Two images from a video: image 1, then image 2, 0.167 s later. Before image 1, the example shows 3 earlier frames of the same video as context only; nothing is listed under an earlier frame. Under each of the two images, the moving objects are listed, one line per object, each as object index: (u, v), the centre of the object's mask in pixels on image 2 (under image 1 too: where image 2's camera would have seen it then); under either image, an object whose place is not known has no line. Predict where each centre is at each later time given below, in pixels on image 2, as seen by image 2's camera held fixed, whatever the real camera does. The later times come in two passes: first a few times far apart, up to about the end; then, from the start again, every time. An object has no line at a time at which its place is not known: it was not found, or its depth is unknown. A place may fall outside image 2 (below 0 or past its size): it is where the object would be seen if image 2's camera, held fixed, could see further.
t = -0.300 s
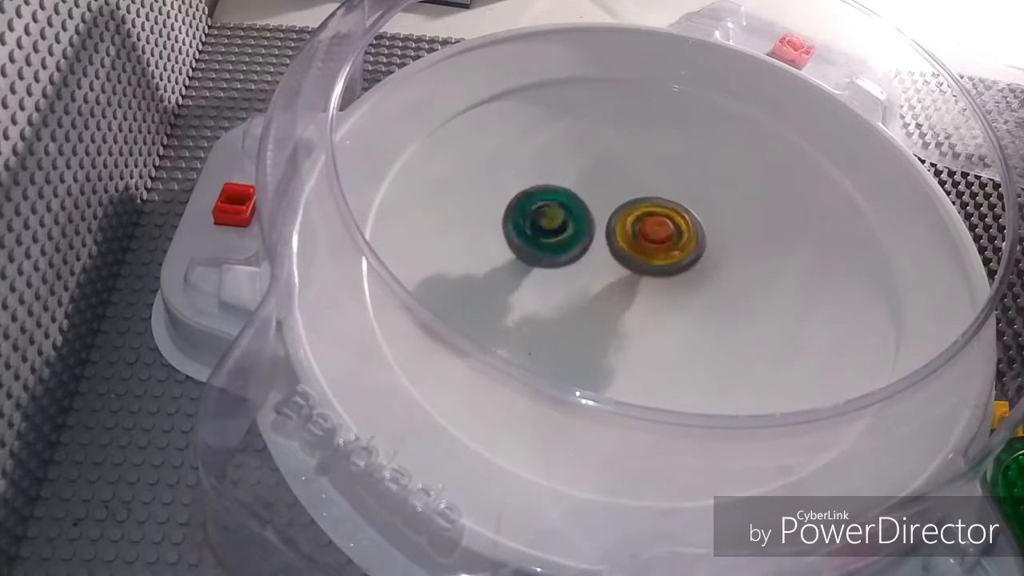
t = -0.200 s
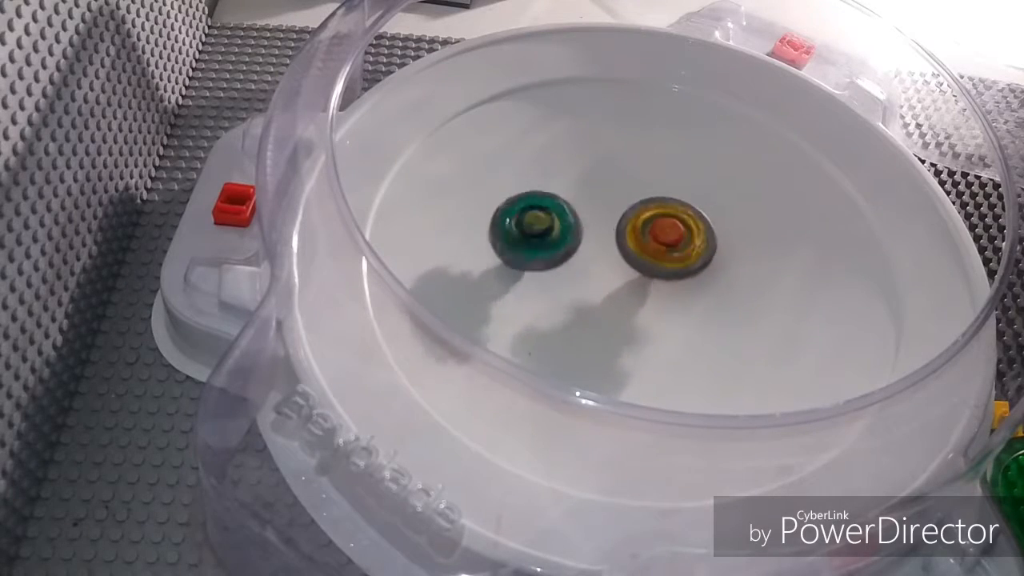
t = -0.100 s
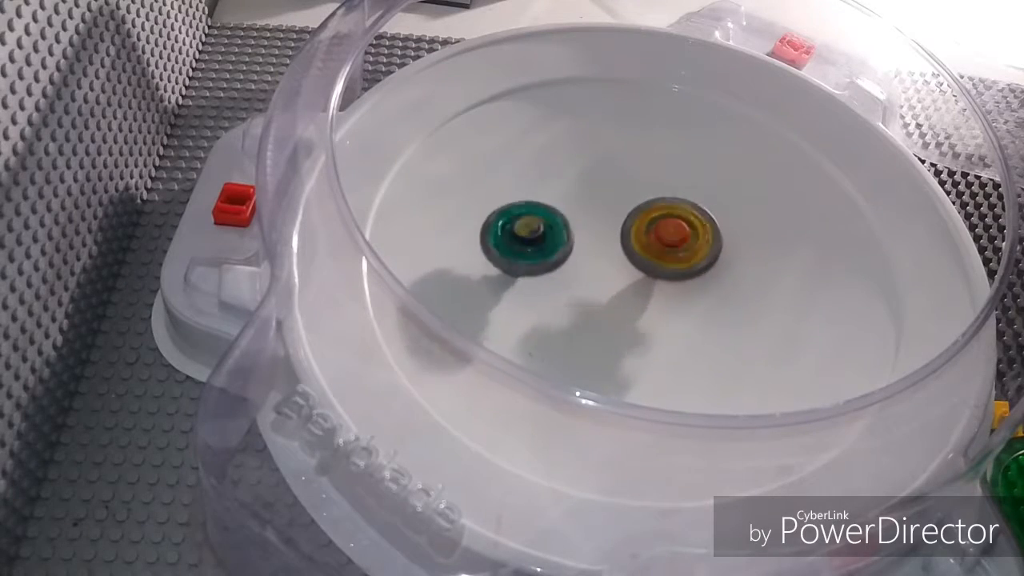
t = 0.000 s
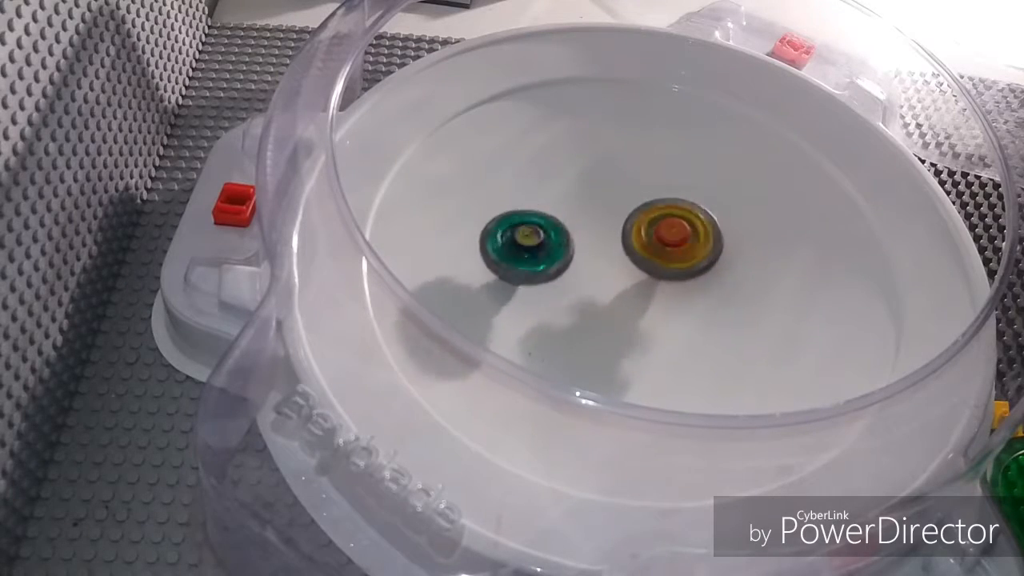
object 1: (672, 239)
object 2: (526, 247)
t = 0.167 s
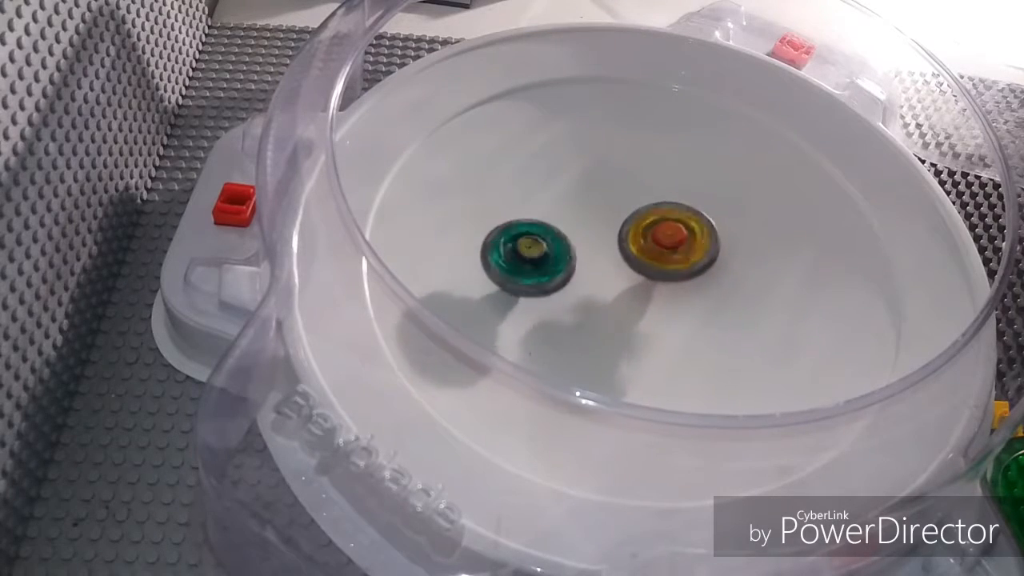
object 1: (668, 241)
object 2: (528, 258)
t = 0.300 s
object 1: (659, 246)
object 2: (532, 265)
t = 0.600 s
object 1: (668, 247)
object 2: (498, 283)
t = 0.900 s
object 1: (668, 237)
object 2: (502, 297)
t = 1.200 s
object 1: (652, 233)
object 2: (565, 307)
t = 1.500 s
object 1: (622, 235)
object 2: (669, 325)
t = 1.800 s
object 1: (594, 238)
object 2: (692, 328)
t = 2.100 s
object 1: (585, 243)
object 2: (683, 304)
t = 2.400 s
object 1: (591, 247)
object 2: (707, 256)
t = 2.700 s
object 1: (617, 256)
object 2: (717, 246)
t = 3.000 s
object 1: (605, 262)
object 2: (713, 243)
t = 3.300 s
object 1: (595, 267)
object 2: (693, 215)
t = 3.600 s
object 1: (606, 263)
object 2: (684, 204)
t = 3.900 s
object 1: (592, 276)
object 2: (709, 178)
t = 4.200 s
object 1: (593, 287)
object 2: (691, 174)
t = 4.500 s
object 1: (612, 279)
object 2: (628, 181)
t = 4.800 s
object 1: (643, 264)
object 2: (591, 176)
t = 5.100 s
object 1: (668, 252)
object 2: (580, 188)
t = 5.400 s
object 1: (669, 248)
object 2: (554, 219)
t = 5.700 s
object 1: (647, 247)
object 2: (542, 231)
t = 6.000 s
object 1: (636, 249)
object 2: (538, 236)
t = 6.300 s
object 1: (652, 255)
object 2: (538, 242)
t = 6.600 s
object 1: (665, 262)
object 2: (530, 264)
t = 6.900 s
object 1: (676, 261)
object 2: (528, 255)
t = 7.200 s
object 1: (656, 256)
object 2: (572, 277)
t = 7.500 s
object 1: (625, 248)
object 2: (610, 329)
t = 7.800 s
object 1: (612, 219)
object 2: (656, 298)
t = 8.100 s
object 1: (626, 206)
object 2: (614, 296)
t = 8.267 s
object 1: (639, 215)
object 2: (613, 297)
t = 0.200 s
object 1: (666, 243)
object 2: (528, 260)
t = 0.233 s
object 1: (664, 244)
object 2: (530, 262)
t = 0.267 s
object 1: (662, 245)
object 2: (531, 263)
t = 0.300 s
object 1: (659, 246)
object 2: (532, 265)
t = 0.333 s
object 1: (656, 247)
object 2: (533, 267)
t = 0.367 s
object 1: (652, 248)
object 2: (535, 268)
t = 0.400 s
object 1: (649, 248)
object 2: (537, 270)
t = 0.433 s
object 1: (645, 250)
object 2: (538, 272)
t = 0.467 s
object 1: (641, 251)
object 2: (541, 274)
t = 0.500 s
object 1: (637, 252)
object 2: (543, 276)
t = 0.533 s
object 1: (639, 251)
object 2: (537, 278)
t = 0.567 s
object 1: (658, 248)
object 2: (512, 281)
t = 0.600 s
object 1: (668, 247)
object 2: (498, 283)
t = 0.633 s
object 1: (670, 246)
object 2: (491, 284)
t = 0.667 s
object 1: (670, 244)
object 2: (491, 287)
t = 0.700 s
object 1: (670, 243)
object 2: (491, 289)
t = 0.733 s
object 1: (670, 242)
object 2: (492, 290)
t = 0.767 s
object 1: (670, 241)
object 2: (493, 292)
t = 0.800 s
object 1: (670, 240)
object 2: (495, 293)
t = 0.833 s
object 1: (669, 238)
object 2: (497, 295)
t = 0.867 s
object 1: (668, 238)
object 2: (499, 296)
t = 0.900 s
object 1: (668, 237)
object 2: (502, 297)
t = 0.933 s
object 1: (667, 236)
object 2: (505, 298)
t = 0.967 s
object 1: (666, 235)
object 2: (509, 299)
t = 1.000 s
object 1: (664, 235)
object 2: (512, 300)
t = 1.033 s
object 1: (663, 234)
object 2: (518, 300)
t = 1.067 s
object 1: (661, 233)
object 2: (525, 301)
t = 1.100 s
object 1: (659, 233)
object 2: (534, 302)
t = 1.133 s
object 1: (657, 233)
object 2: (543, 304)
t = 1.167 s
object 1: (654, 233)
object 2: (553, 305)
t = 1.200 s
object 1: (652, 233)
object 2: (565, 307)
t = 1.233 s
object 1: (649, 233)
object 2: (578, 309)
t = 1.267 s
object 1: (646, 233)
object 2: (590, 311)
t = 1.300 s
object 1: (643, 233)
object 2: (604, 313)
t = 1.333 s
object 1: (640, 233)
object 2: (617, 315)
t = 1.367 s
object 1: (636, 233)
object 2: (631, 317)
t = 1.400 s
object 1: (633, 234)
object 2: (642, 319)
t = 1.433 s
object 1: (629, 234)
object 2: (653, 321)
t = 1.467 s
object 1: (626, 234)
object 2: (661, 323)
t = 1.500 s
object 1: (622, 235)
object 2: (669, 325)
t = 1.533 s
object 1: (619, 235)
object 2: (675, 327)
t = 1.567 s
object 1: (615, 235)
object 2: (680, 328)
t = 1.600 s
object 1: (612, 236)
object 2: (684, 329)
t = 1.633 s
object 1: (609, 236)
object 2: (687, 330)
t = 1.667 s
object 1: (605, 236)
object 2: (688, 330)
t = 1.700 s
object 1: (602, 237)
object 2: (690, 329)
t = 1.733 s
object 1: (599, 238)
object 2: (691, 329)
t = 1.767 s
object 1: (597, 238)
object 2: (693, 329)
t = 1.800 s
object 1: (594, 238)
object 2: (692, 328)
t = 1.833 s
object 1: (592, 239)
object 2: (693, 328)
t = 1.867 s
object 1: (590, 239)
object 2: (692, 327)
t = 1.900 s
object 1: (589, 240)
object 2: (692, 325)
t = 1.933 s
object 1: (588, 240)
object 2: (691, 323)
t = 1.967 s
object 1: (587, 241)
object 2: (689, 321)
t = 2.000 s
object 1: (586, 241)
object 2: (688, 318)
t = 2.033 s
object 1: (585, 242)
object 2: (686, 314)
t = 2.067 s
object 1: (585, 242)
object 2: (685, 309)
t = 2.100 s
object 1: (585, 243)
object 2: (683, 304)
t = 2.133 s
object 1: (585, 244)
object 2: (682, 297)
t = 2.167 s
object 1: (585, 245)
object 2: (681, 291)
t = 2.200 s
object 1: (586, 246)
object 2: (681, 284)
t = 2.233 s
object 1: (586, 247)
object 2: (682, 278)
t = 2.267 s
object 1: (585, 245)
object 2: (690, 272)
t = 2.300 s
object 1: (585, 245)
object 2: (695, 268)
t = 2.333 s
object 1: (587, 246)
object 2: (699, 263)
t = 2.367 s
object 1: (589, 247)
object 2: (703, 259)
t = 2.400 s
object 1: (591, 247)
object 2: (707, 256)
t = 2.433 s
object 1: (593, 248)
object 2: (710, 253)
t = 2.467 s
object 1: (595, 249)
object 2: (713, 252)
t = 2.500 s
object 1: (598, 250)
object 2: (715, 250)
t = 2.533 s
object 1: (601, 251)
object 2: (717, 249)
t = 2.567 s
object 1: (604, 252)
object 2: (717, 249)
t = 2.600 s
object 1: (607, 253)
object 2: (717, 247)
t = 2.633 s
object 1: (610, 253)
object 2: (718, 247)
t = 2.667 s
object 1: (613, 255)
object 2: (718, 246)
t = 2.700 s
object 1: (617, 256)
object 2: (717, 246)
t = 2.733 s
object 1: (615, 256)
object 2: (721, 245)
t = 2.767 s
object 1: (609, 256)
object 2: (732, 245)
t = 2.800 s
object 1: (608, 256)
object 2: (733, 247)
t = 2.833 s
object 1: (607, 258)
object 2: (729, 248)
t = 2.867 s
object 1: (607, 259)
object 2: (725, 246)
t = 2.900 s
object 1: (606, 259)
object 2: (723, 245)
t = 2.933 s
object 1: (606, 260)
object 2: (721, 244)
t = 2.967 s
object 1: (606, 261)
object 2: (718, 244)
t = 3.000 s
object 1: (605, 262)
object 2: (713, 243)
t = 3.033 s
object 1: (605, 262)
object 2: (708, 242)
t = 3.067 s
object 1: (605, 263)
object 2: (702, 240)
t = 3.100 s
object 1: (605, 263)
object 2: (696, 238)
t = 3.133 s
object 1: (605, 264)
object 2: (690, 235)
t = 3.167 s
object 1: (599, 264)
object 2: (696, 228)
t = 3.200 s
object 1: (598, 265)
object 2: (697, 226)
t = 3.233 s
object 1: (597, 266)
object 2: (696, 222)
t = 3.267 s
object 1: (596, 267)
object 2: (693, 219)
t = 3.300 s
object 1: (595, 267)
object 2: (693, 215)
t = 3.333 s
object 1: (595, 267)
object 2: (691, 213)
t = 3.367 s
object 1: (596, 267)
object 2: (692, 211)
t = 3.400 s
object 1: (596, 267)
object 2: (690, 210)
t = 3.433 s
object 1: (597, 267)
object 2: (690, 208)
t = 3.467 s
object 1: (599, 266)
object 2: (689, 207)
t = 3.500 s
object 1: (601, 266)
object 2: (688, 206)
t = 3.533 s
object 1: (602, 265)
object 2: (687, 206)
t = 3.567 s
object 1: (604, 264)
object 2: (686, 205)
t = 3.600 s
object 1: (606, 263)
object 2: (684, 204)
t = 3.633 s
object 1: (608, 262)
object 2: (683, 204)
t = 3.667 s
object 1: (610, 261)
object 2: (682, 204)
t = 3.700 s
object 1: (613, 260)
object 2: (680, 204)
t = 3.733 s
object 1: (615, 259)
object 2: (679, 204)
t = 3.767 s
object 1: (614, 259)
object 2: (677, 203)
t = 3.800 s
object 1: (601, 268)
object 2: (693, 190)
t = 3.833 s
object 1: (594, 272)
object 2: (703, 182)
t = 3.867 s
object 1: (592, 274)
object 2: (708, 179)
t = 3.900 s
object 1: (592, 276)
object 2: (709, 178)
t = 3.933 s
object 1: (591, 279)
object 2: (707, 177)
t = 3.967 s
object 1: (591, 281)
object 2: (705, 175)
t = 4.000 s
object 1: (591, 282)
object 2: (703, 174)
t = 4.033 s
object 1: (590, 283)
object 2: (702, 173)
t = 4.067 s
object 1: (591, 285)
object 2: (700, 173)
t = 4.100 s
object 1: (591, 286)
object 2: (698, 173)
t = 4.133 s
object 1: (592, 286)
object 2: (696, 172)
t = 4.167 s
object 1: (592, 286)
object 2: (694, 172)
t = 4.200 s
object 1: (593, 287)
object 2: (691, 174)
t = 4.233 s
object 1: (594, 286)
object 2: (687, 174)
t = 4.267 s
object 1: (596, 286)
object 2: (682, 175)
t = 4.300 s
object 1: (597, 286)
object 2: (676, 176)
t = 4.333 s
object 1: (599, 285)
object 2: (669, 177)
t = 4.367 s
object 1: (602, 284)
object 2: (661, 179)
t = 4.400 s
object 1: (604, 283)
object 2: (653, 180)
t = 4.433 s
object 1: (606, 282)
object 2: (644, 181)
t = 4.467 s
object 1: (609, 281)
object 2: (636, 181)
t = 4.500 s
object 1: (612, 279)
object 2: (628, 181)
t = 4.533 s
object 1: (615, 278)
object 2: (620, 181)
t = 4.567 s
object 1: (619, 276)
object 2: (614, 180)
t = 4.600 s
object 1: (622, 274)
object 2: (608, 180)
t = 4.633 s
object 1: (626, 273)
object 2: (603, 180)
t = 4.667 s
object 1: (629, 271)
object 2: (599, 179)
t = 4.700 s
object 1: (632, 269)
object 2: (596, 177)
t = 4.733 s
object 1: (636, 267)
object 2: (595, 177)
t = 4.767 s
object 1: (639, 266)
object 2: (592, 177)
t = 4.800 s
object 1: (643, 264)
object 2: (591, 176)
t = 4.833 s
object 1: (646, 262)
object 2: (590, 178)
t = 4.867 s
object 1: (649, 261)
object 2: (589, 178)
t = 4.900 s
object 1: (652, 259)
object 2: (588, 180)
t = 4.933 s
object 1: (655, 258)
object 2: (585, 181)
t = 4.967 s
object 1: (658, 256)
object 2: (584, 181)
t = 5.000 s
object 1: (661, 255)
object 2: (584, 182)
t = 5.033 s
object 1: (663, 254)
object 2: (583, 184)
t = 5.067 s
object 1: (666, 253)
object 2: (581, 186)
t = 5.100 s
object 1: (668, 252)
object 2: (580, 188)
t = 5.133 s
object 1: (669, 251)
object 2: (579, 191)
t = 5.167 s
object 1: (670, 250)
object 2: (577, 195)
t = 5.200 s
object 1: (671, 250)
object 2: (575, 199)
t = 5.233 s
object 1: (671, 249)
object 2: (572, 203)
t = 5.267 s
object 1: (671, 249)
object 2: (568, 207)
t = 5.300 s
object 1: (671, 248)
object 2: (565, 210)
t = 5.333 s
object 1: (671, 248)
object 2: (562, 214)
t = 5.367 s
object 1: (670, 248)
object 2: (558, 216)
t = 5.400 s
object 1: (669, 248)
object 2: (554, 219)
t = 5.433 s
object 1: (668, 248)
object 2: (551, 221)
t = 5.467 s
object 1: (667, 248)
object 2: (548, 223)
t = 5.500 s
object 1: (664, 247)
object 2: (545, 224)
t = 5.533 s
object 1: (662, 248)
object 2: (544, 225)
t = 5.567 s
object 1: (660, 247)
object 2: (542, 225)
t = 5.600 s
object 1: (657, 247)
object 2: (542, 226)
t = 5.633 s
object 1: (653, 247)
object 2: (542, 228)
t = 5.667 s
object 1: (650, 247)
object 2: (541, 229)
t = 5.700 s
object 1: (647, 247)
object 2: (542, 231)
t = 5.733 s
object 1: (643, 247)
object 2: (541, 232)
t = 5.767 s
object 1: (639, 247)
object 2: (541, 233)
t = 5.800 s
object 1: (642, 248)
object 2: (534, 232)
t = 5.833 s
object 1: (641, 249)
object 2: (534, 230)
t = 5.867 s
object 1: (640, 248)
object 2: (538, 231)
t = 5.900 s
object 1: (638, 248)
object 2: (539, 235)
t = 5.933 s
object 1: (638, 249)
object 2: (536, 236)
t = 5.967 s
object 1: (637, 249)
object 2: (535, 236)
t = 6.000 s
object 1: (636, 249)
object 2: (538, 236)
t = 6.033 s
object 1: (644, 251)
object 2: (531, 234)
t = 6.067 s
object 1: (645, 252)
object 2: (531, 232)
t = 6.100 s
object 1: (647, 252)
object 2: (534, 231)
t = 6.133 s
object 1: (648, 252)
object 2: (537, 233)
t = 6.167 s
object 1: (649, 253)
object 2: (538, 236)
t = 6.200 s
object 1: (650, 253)
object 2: (538, 239)
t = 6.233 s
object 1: (651, 254)
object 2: (538, 240)
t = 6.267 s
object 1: (651, 254)
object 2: (537, 241)
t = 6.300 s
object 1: (652, 255)
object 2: (538, 242)
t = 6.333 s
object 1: (651, 256)
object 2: (540, 244)
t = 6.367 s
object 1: (651, 256)
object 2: (542, 247)
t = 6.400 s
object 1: (651, 257)
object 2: (544, 250)
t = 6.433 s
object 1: (650, 257)
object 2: (545, 253)
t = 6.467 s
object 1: (649, 258)
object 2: (549, 256)
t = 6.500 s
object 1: (649, 258)
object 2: (548, 260)
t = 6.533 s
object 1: (648, 260)
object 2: (548, 262)
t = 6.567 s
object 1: (653, 261)
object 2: (542, 264)
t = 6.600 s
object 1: (665, 262)
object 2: (530, 264)
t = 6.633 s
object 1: (667, 262)
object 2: (530, 263)
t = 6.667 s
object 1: (670, 262)
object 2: (530, 264)
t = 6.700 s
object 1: (672, 262)
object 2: (526, 264)
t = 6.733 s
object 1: (674, 261)
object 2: (521, 262)
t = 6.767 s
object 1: (675, 261)
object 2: (519, 260)
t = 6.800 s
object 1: (676, 261)
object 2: (521, 259)
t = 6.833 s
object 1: (677, 261)
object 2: (524, 259)
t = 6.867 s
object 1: (677, 261)
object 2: (525, 258)
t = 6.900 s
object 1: (676, 261)
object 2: (528, 255)
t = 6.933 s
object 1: (675, 260)
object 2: (534, 252)
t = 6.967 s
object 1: (673, 260)
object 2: (543, 254)
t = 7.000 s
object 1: (671, 260)
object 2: (550, 257)
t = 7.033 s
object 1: (668, 259)
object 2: (554, 262)
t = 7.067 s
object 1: (665, 258)
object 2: (557, 265)
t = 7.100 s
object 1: (663, 258)
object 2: (563, 267)
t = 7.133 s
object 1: (660, 257)
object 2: (568, 271)
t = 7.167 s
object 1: (659, 257)
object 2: (571, 275)
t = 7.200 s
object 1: (656, 256)
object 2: (572, 277)
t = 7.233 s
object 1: (652, 260)
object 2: (560, 272)
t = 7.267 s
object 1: (650, 261)
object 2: (554, 275)
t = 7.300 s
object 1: (646, 261)
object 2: (552, 282)
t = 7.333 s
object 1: (642, 260)
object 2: (558, 292)
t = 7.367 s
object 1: (640, 257)
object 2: (567, 300)
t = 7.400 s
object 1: (635, 255)
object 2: (573, 309)
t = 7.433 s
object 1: (631, 253)
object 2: (585, 316)
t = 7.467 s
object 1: (627, 250)
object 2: (598, 324)
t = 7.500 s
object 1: (625, 248)
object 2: (610, 329)
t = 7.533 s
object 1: (621, 245)
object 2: (623, 332)
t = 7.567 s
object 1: (619, 244)
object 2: (637, 332)
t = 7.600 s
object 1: (617, 242)
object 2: (649, 327)
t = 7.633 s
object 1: (615, 238)
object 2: (657, 317)
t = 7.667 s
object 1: (613, 232)
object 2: (663, 312)
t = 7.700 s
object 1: (612, 229)
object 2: (664, 308)
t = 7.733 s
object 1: (612, 226)
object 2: (662, 304)
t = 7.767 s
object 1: (611, 222)
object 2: (659, 301)
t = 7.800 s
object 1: (612, 219)
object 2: (656, 298)
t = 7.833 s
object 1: (612, 216)
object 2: (651, 295)
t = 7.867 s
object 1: (613, 214)
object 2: (646, 293)
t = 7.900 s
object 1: (614, 212)
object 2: (641, 291)
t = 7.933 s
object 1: (615, 210)
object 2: (635, 291)
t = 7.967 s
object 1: (617, 208)
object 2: (630, 290)
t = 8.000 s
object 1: (619, 207)
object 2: (625, 291)
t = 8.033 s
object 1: (621, 206)
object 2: (620, 292)
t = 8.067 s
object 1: (623, 206)
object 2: (616, 294)
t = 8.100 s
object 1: (626, 206)
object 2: (614, 296)
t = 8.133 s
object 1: (628, 207)
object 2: (613, 297)
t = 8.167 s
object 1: (632, 209)
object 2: (612, 298)
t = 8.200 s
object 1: (634, 210)
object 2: (612, 298)
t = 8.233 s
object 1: (636, 212)
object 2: (612, 297)
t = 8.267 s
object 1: (639, 215)
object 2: (613, 297)
